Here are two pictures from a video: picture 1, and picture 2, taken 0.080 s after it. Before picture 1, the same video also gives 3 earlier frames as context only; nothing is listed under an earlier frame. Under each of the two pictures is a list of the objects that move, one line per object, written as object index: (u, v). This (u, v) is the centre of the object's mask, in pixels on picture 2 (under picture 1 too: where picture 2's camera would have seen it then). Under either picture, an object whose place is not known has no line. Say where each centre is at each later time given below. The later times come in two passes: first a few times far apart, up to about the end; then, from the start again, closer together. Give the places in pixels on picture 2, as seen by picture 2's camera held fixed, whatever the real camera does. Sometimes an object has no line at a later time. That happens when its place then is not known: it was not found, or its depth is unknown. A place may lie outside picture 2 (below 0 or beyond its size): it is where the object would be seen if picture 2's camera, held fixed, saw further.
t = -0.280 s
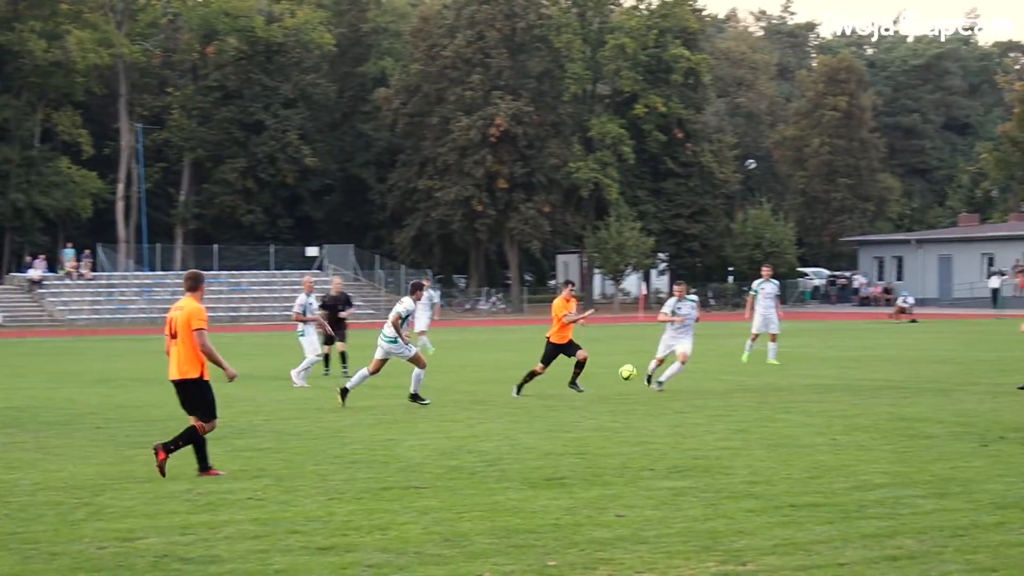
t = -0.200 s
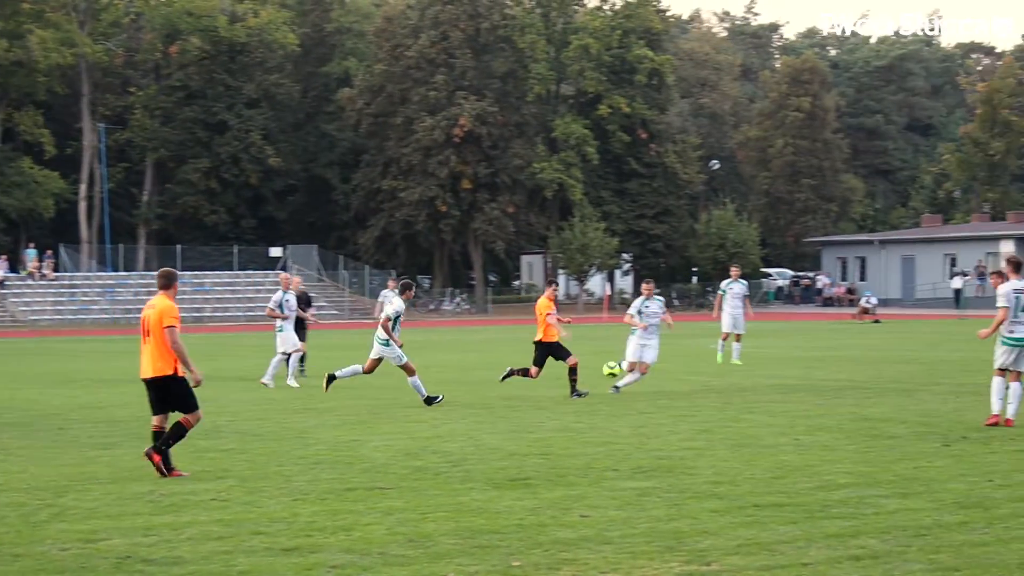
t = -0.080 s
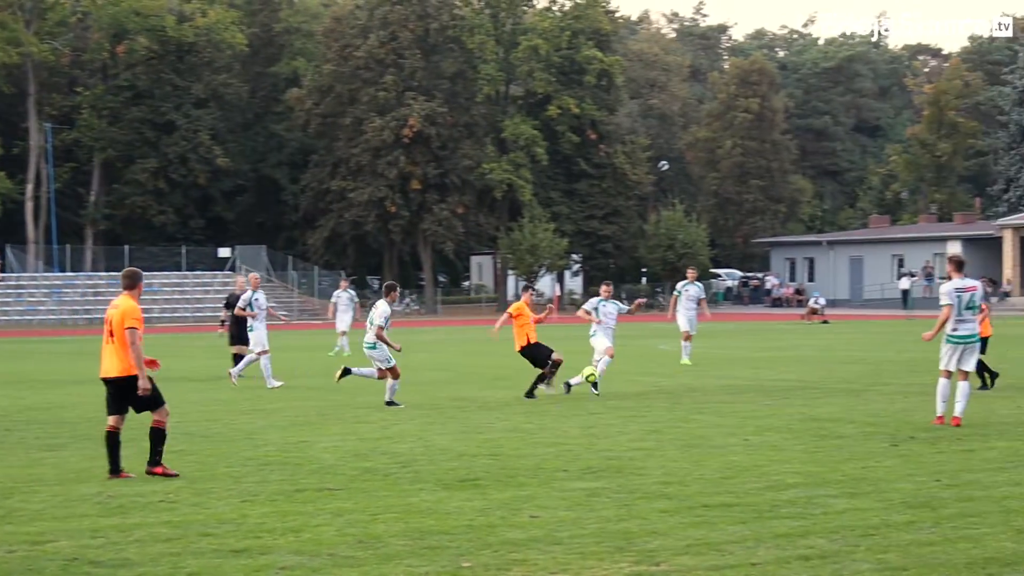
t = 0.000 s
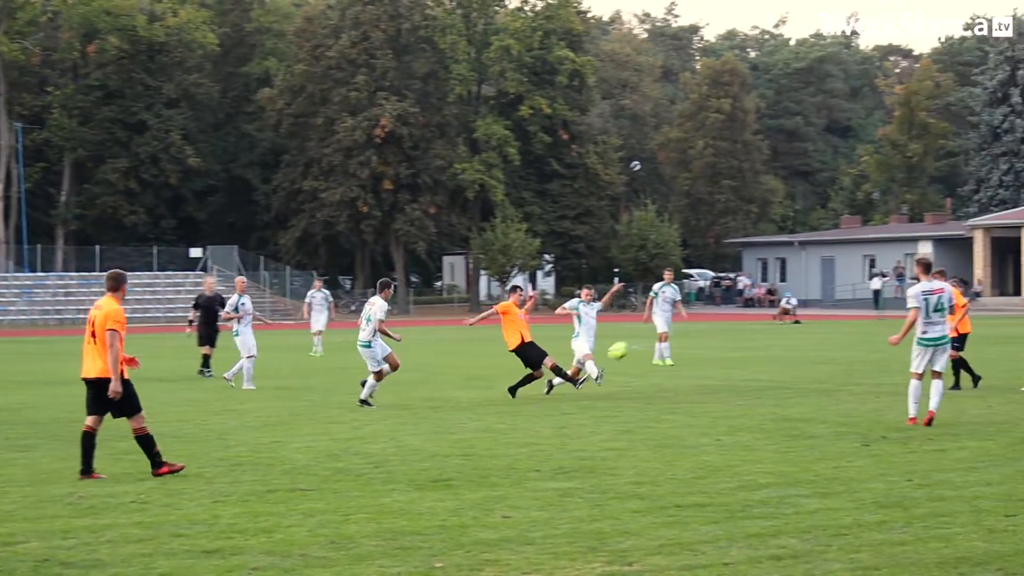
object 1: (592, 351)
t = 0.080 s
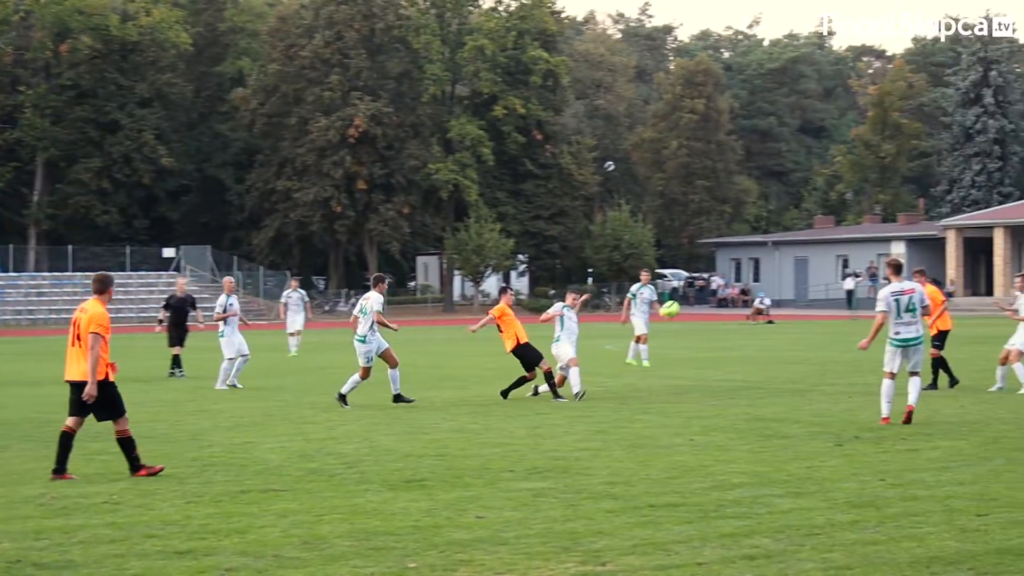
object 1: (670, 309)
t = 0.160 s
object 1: (746, 273)
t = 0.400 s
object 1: (969, 182)
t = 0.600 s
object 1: (1152, 131)
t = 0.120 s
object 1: (707, 290)
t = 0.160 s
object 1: (746, 273)
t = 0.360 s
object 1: (931, 195)
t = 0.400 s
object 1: (969, 182)
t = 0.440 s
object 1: (1005, 171)
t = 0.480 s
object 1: (1042, 159)
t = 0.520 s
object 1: (1078, 150)
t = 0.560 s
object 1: (1115, 140)
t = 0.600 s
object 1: (1152, 131)
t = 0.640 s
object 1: (1189, 122)
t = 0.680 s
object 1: (1226, 114)
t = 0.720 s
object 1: (1263, 109)
